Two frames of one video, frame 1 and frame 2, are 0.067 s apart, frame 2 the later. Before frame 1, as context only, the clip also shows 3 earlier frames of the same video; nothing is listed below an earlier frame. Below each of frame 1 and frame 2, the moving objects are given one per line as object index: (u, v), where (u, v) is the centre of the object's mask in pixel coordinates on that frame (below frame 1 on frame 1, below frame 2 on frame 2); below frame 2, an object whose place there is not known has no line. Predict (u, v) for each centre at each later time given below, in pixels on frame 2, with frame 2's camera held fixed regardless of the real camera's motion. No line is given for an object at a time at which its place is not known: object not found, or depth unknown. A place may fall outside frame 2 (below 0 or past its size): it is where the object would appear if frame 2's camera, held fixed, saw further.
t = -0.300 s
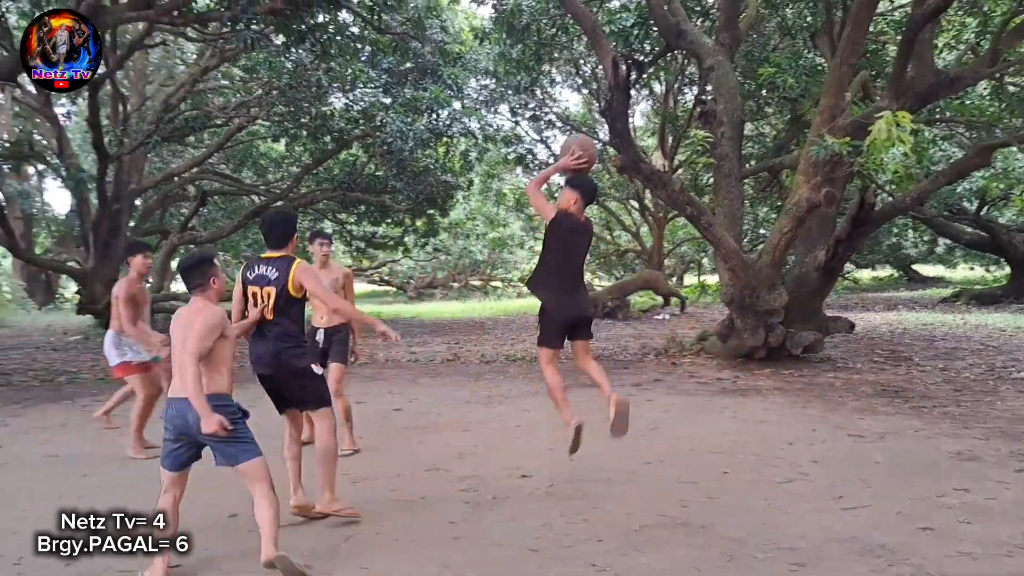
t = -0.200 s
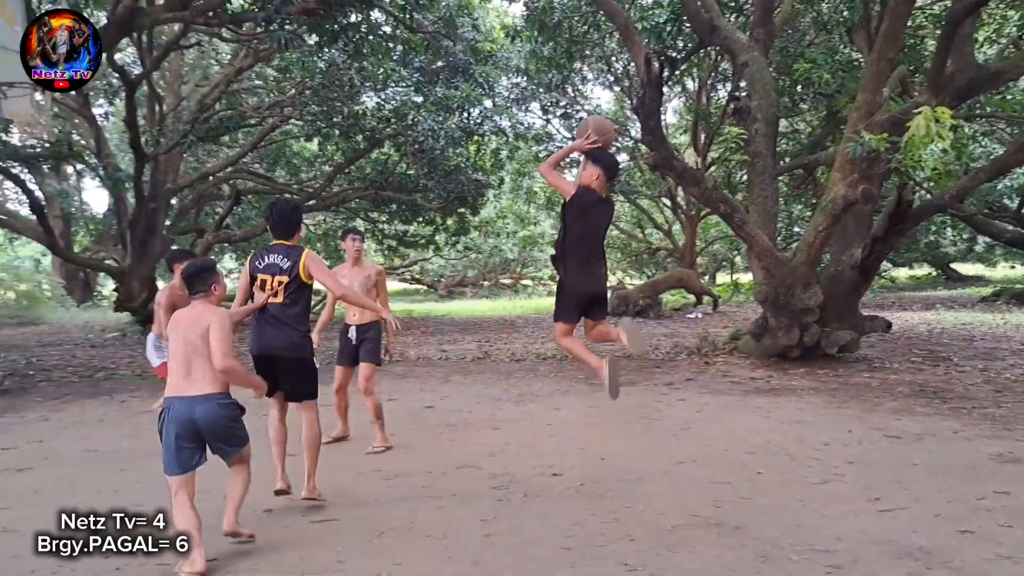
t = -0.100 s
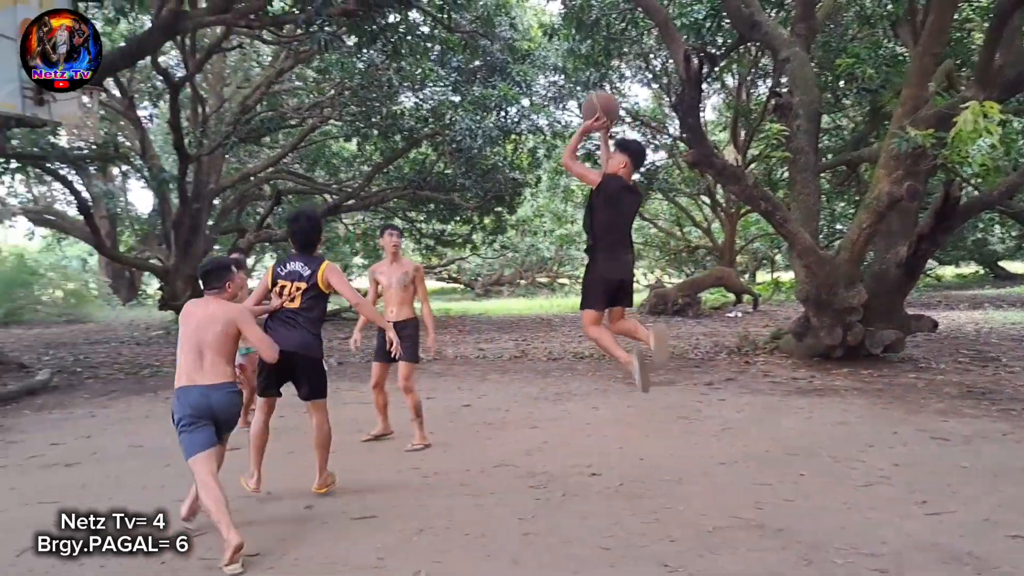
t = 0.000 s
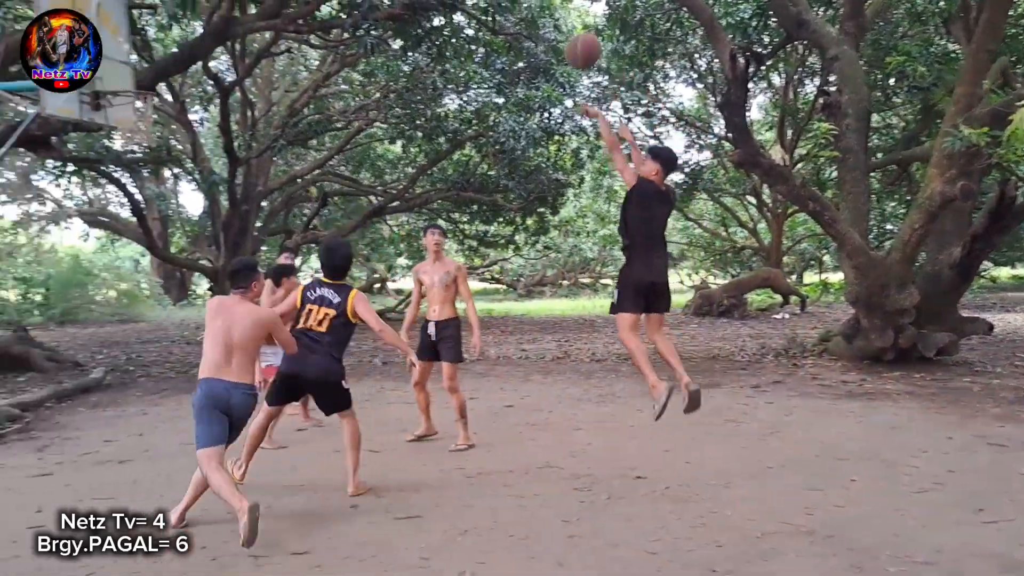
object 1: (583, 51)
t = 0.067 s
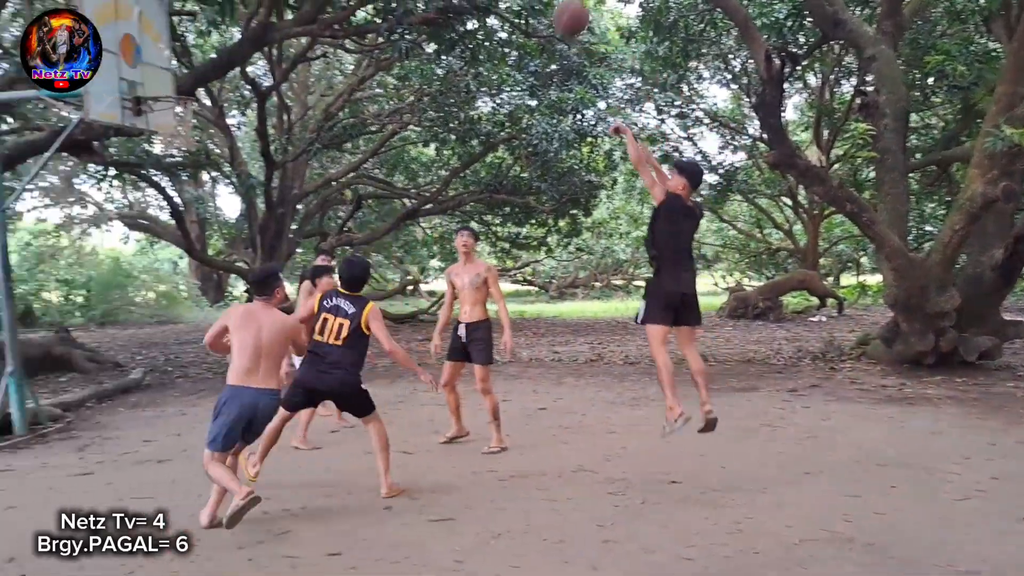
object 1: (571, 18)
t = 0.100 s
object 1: (548, 8)
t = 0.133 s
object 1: (525, -1)
